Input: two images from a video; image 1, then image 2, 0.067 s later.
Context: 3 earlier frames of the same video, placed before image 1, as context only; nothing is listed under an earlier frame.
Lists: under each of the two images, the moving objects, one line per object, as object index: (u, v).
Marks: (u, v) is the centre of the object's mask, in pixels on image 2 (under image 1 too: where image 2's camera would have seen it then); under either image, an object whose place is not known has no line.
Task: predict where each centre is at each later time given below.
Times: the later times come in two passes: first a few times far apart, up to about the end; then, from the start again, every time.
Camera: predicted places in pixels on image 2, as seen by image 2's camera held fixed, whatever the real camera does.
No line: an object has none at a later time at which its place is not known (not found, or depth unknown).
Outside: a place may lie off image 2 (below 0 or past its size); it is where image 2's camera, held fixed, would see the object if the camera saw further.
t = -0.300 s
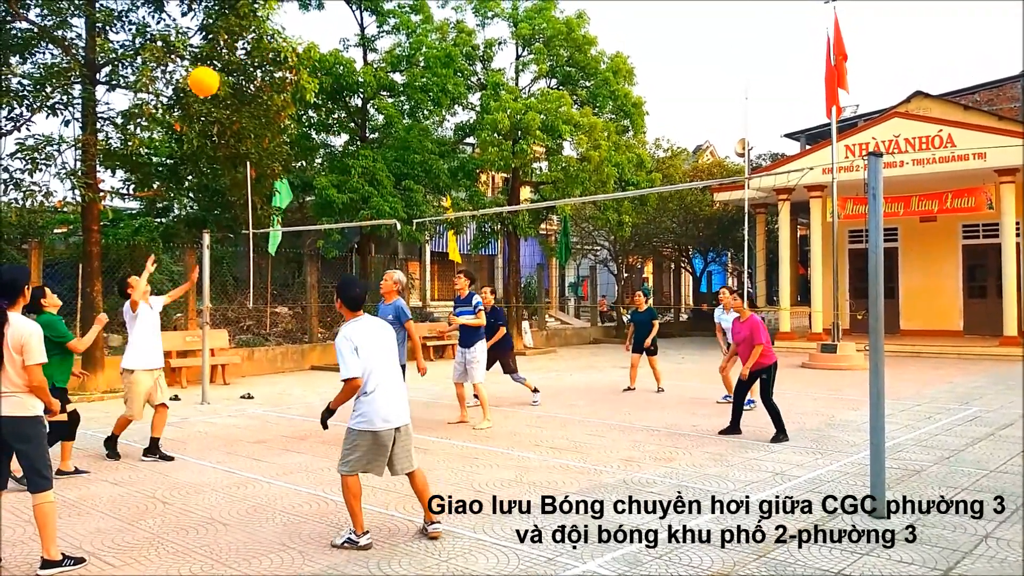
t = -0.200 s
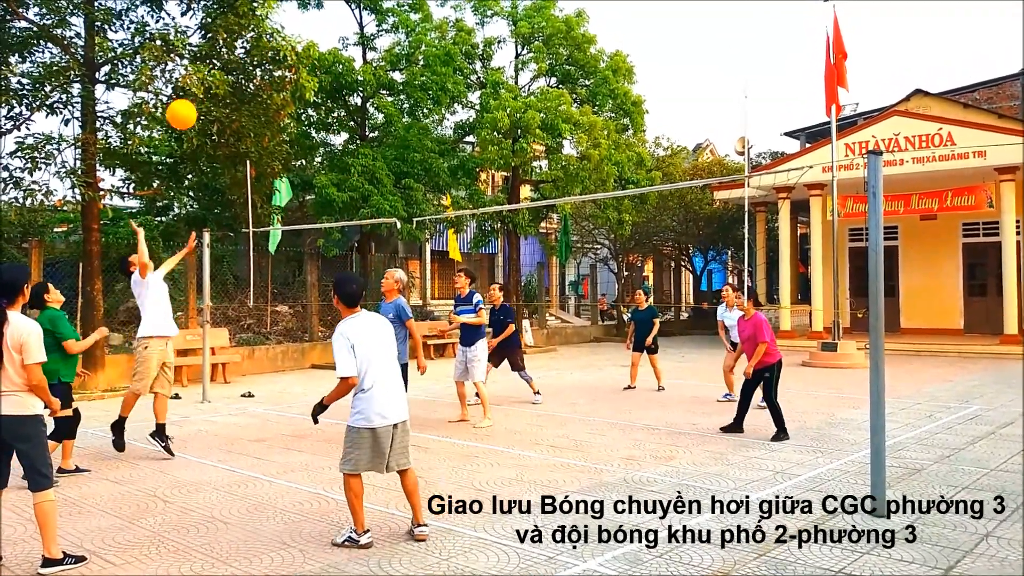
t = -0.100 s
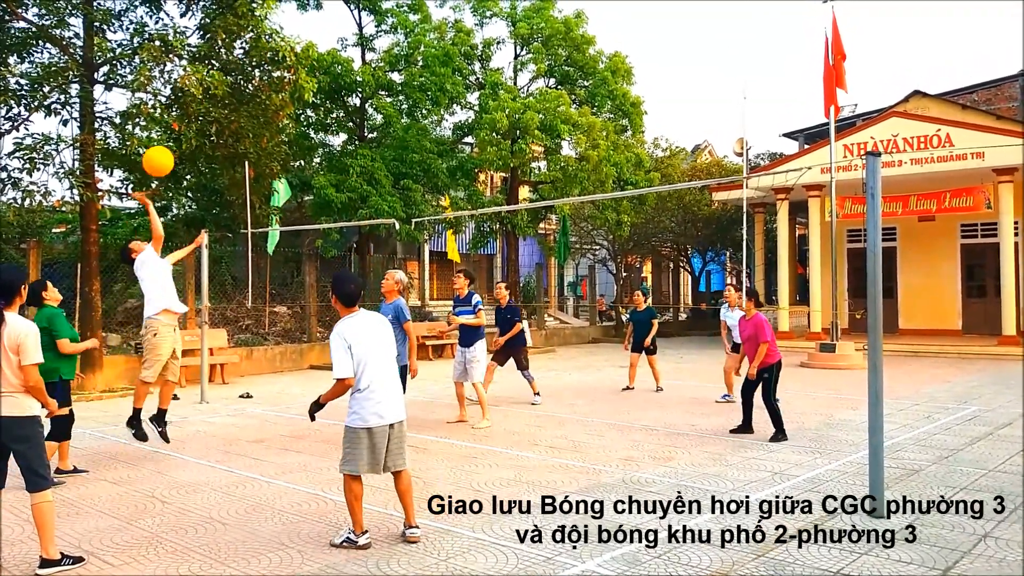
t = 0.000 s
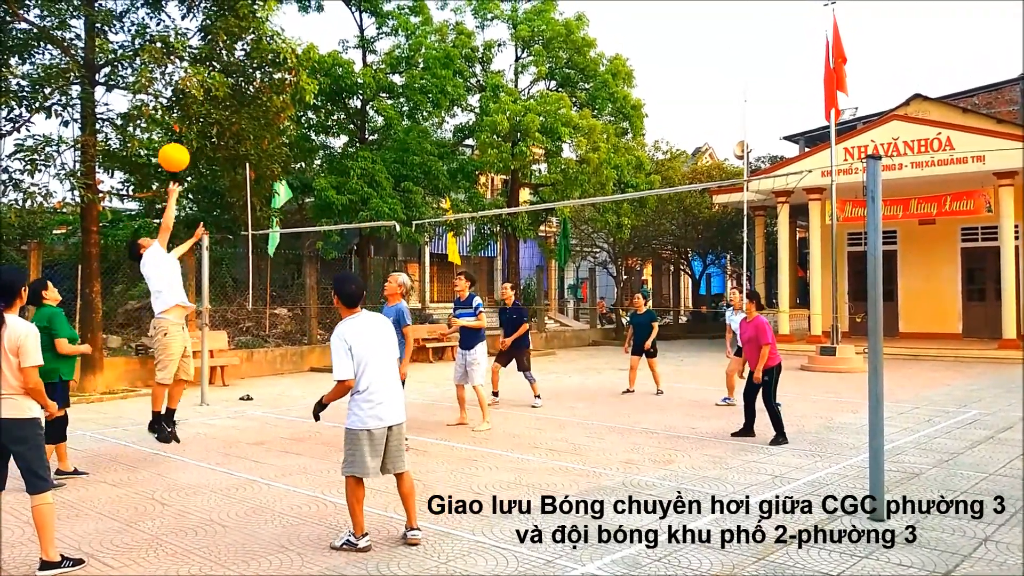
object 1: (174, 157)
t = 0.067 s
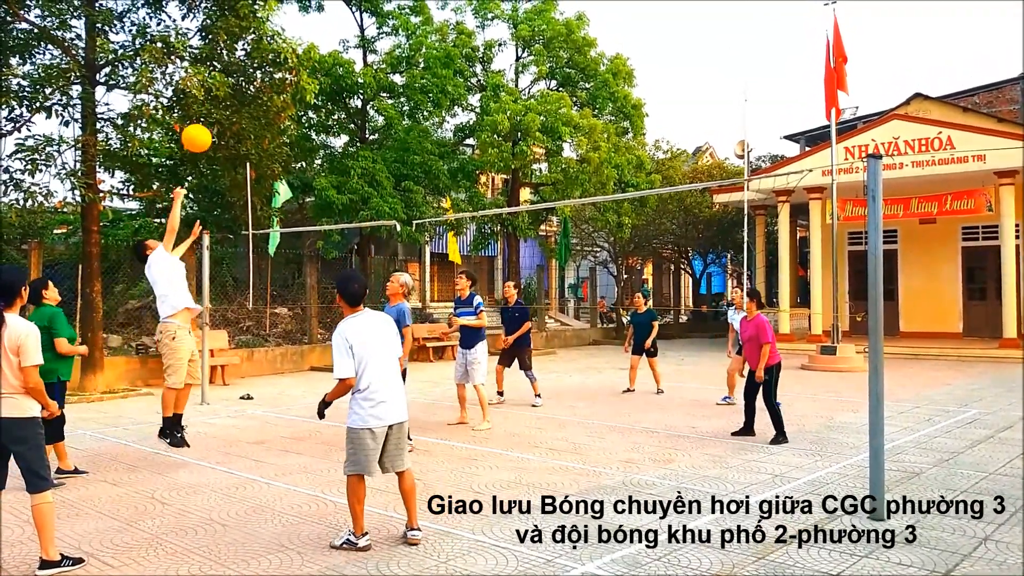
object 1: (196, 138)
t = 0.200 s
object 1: (237, 116)
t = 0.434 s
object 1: (300, 125)
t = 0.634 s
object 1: (345, 171)
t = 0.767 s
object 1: (371, 217)
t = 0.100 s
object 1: (207, 131)
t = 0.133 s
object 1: (217, 125)
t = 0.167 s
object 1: (227, 120)
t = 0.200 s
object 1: (237, 116)
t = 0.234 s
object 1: (247, 114)
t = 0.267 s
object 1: (256, 113)
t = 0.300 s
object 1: (265, 113)
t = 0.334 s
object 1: (274, 115)
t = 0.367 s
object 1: (283, 117)
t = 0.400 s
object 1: (291, 121)
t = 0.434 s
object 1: (300, 125)
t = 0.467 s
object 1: (308, 131)
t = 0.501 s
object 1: (315, 137)
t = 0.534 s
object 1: (323, 144)
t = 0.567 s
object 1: (330, 153)
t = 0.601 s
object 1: (338, 161)
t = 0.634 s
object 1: (345, 171)
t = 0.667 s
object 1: (352, 182)
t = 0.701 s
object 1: (358, 193)
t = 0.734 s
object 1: (365, 205)
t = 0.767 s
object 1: (371, 217)
